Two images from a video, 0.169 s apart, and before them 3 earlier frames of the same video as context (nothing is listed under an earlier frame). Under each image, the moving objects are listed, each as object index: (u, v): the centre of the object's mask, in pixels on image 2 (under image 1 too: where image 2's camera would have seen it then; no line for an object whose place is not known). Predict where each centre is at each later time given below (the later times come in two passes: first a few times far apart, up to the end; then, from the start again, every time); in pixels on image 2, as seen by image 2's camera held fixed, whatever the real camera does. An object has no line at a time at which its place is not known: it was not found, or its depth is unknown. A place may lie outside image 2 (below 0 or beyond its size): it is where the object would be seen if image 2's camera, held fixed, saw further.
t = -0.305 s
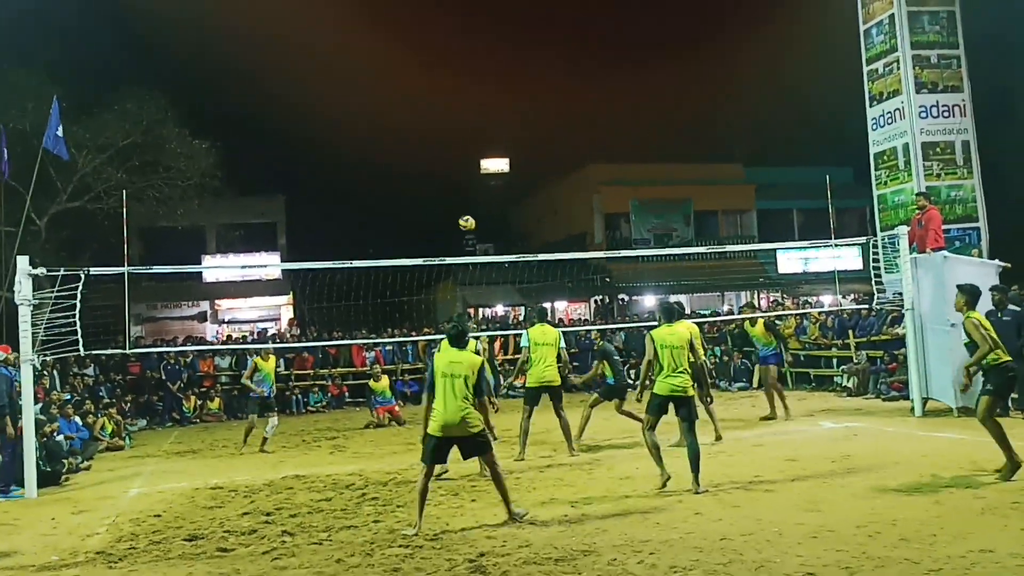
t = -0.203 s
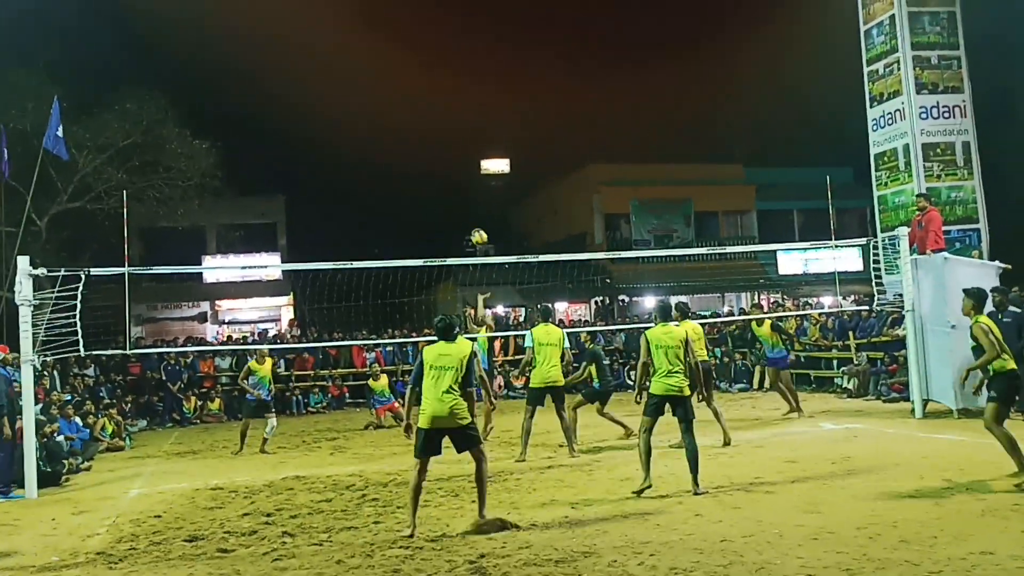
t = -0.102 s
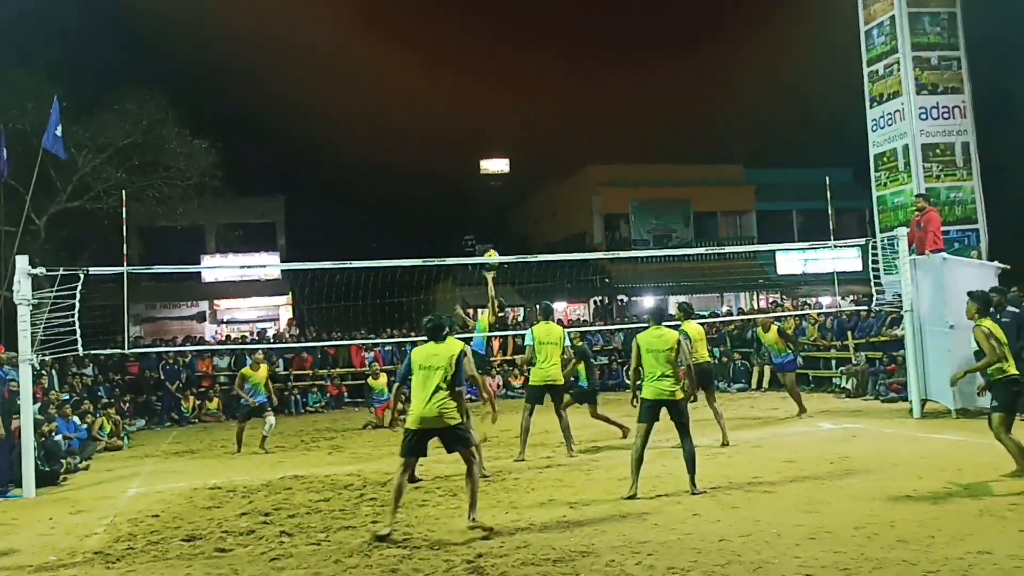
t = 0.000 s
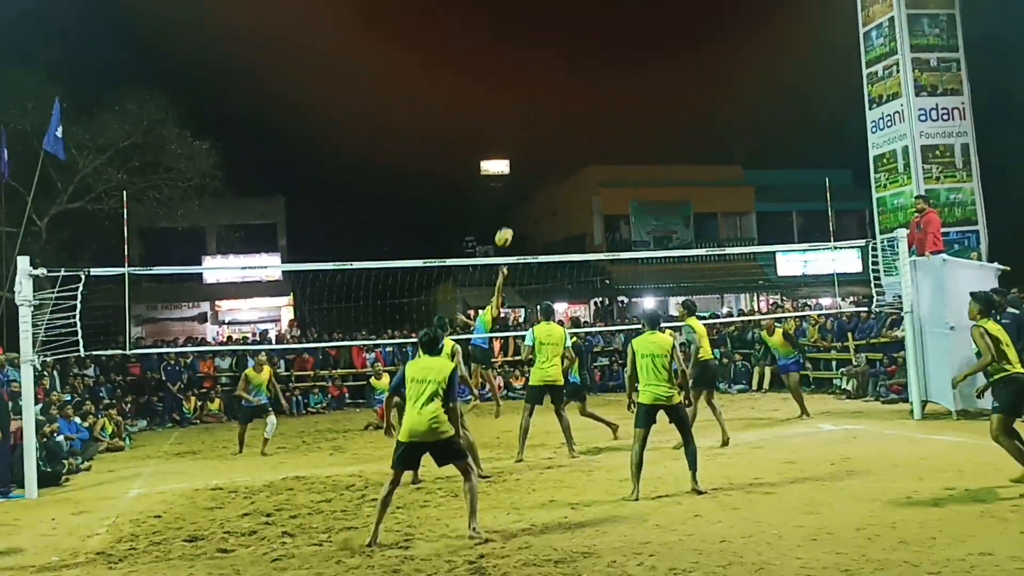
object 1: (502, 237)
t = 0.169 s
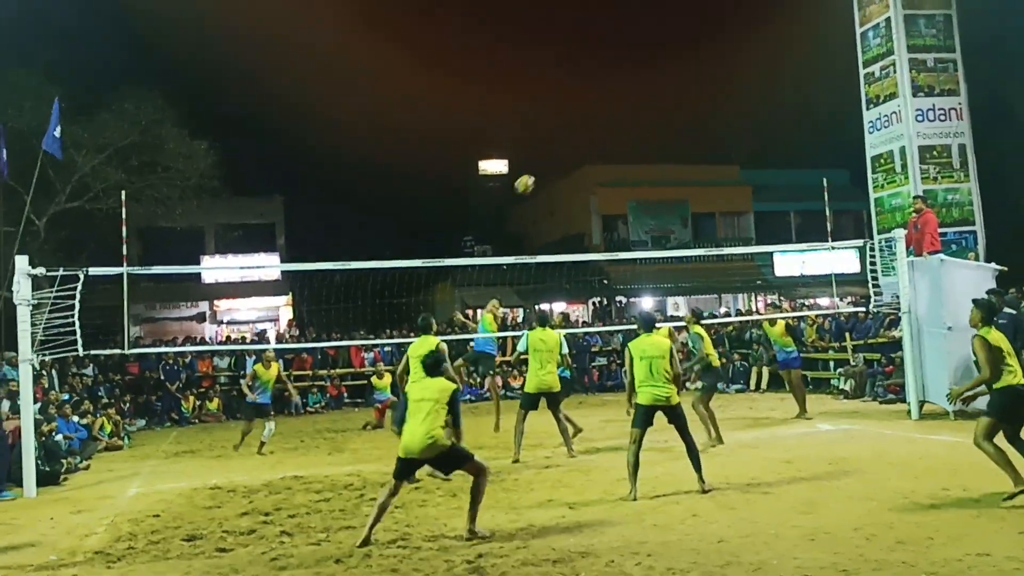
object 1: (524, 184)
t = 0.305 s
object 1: (547, 155)
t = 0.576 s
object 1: (596, 134)
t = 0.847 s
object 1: (660, 182)
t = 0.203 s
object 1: (530, 176)
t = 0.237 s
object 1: (535, 169)
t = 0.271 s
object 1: (541, 160)
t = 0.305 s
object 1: (547, 155)
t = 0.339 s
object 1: (552, 149)
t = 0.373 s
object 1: (558, 144)
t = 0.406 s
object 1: (564, 141)
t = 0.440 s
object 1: (570, 138)
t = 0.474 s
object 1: (577, 135)
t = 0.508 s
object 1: (583, 134)
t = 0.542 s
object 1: (589, 133)
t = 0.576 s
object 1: (596, 134)
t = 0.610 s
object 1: (604, 136)
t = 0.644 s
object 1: (611, 140)
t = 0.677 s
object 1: (618, 144)
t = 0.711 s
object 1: (626, 149)
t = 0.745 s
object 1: (635, 156)
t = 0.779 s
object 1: (643, 163)
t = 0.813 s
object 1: (652, 173)
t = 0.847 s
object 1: (660, 182)
